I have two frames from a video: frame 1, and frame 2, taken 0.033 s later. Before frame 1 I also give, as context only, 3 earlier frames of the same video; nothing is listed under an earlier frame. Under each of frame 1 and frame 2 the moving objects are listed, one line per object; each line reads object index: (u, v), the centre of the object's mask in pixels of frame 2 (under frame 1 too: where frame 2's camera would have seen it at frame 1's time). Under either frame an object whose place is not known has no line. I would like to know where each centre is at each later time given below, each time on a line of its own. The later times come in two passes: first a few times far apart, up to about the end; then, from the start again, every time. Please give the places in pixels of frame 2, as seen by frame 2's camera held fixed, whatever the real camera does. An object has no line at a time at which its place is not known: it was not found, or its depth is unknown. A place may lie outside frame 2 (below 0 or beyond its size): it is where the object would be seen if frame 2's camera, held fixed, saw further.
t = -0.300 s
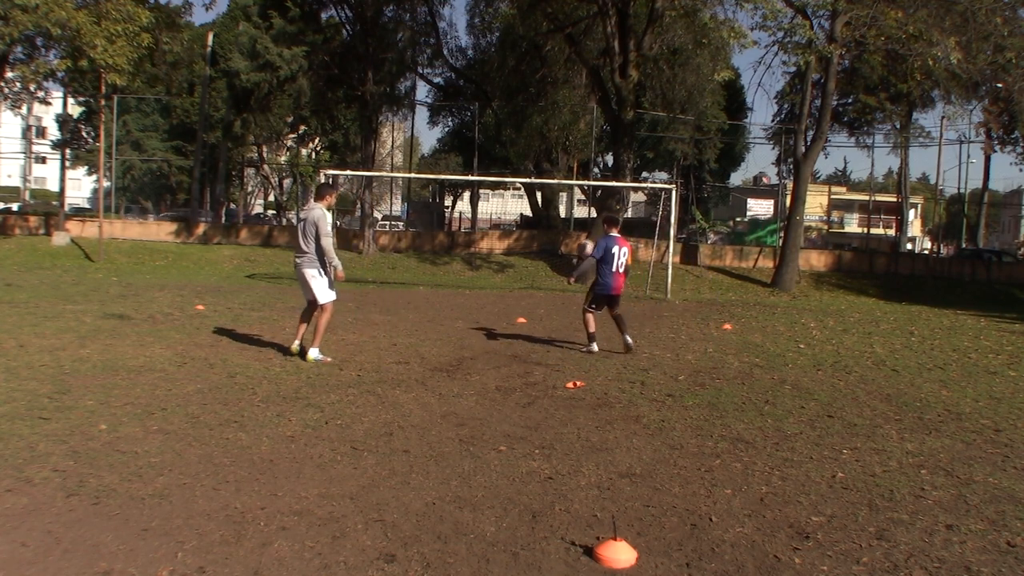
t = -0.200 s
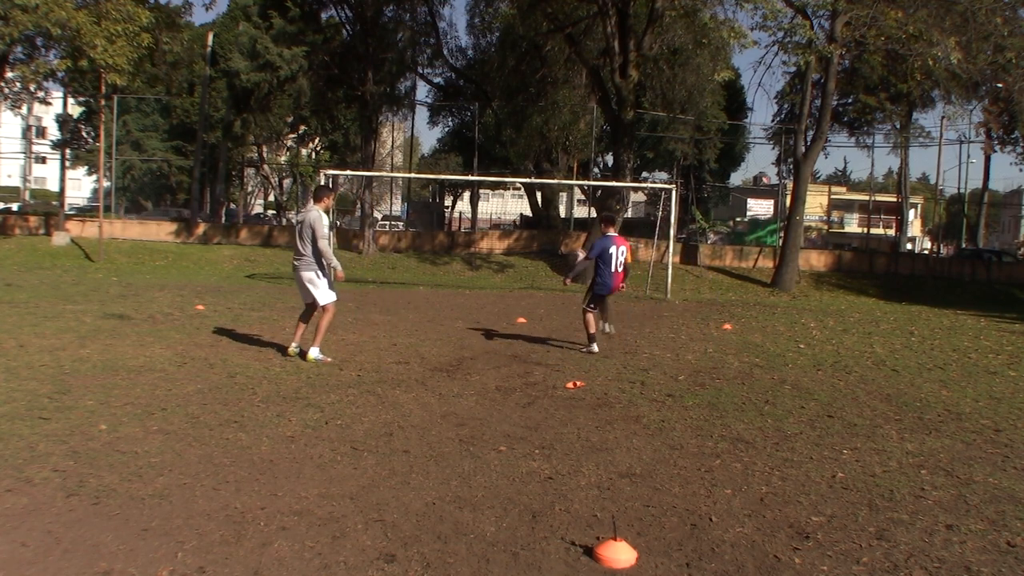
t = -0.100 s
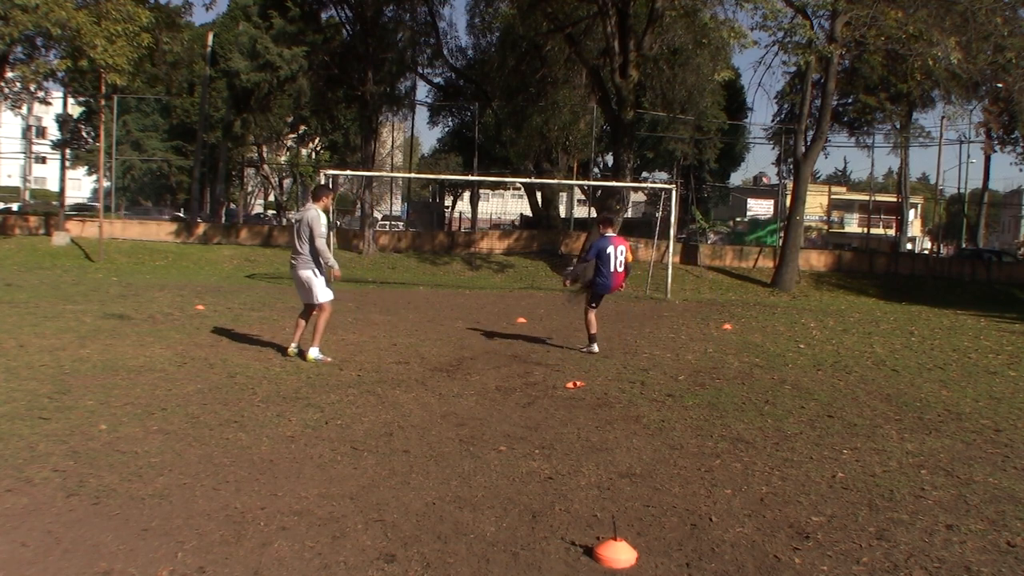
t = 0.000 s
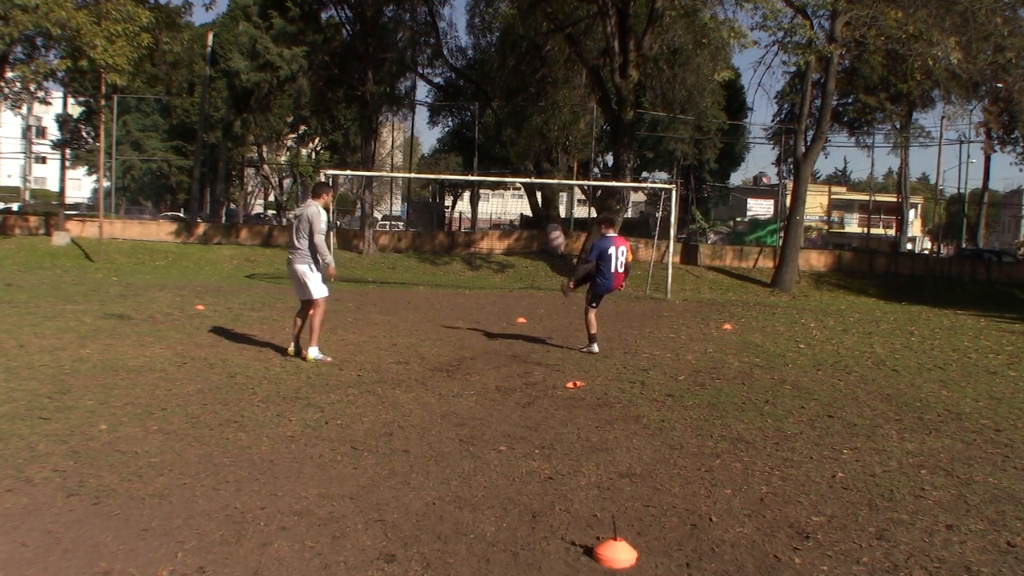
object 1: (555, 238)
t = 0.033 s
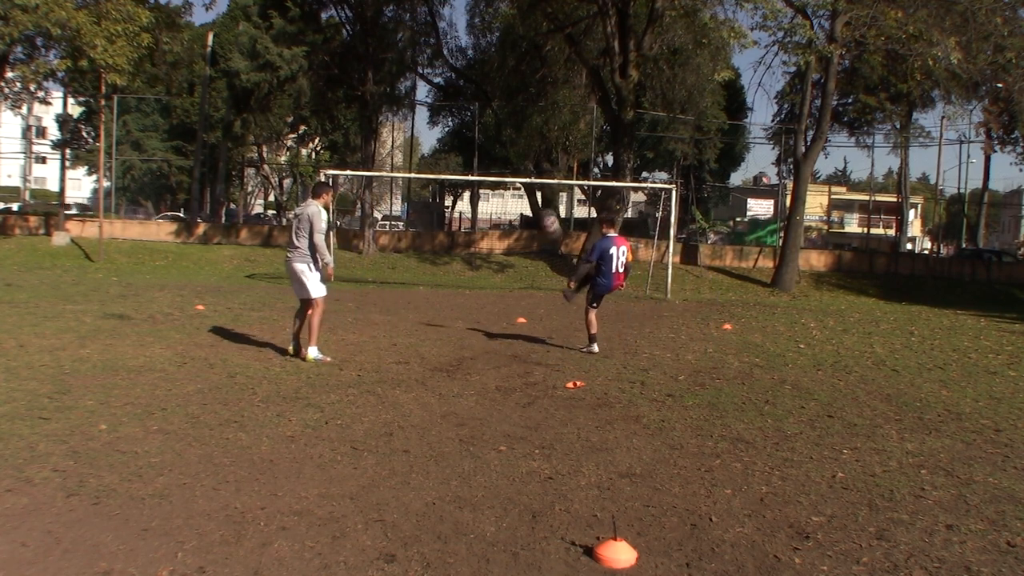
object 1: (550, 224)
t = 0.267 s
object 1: (509, 141)
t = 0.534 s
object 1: (457, 99)
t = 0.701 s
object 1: (420, 106)
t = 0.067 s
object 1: (547, 213)
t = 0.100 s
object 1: (540, 197)
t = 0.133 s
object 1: (534, 183)
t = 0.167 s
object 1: (527, 169)
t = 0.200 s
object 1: (521, 161)
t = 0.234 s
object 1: (515, 151)
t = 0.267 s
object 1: (509, 141)
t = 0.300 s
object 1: (503, 133)
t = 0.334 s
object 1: (497, 126)
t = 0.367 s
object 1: (490, 119)
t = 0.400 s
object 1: (484, 114)
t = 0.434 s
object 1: (477, 108)
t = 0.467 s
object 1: (471, 104)
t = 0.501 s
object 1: (464, 101)
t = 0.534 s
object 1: (457, 99)
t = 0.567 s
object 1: (450, 98)
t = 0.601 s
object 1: (444, 99)
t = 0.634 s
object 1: (437, 100)
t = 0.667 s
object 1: (429, 103)
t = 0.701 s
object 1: (420, 106)
